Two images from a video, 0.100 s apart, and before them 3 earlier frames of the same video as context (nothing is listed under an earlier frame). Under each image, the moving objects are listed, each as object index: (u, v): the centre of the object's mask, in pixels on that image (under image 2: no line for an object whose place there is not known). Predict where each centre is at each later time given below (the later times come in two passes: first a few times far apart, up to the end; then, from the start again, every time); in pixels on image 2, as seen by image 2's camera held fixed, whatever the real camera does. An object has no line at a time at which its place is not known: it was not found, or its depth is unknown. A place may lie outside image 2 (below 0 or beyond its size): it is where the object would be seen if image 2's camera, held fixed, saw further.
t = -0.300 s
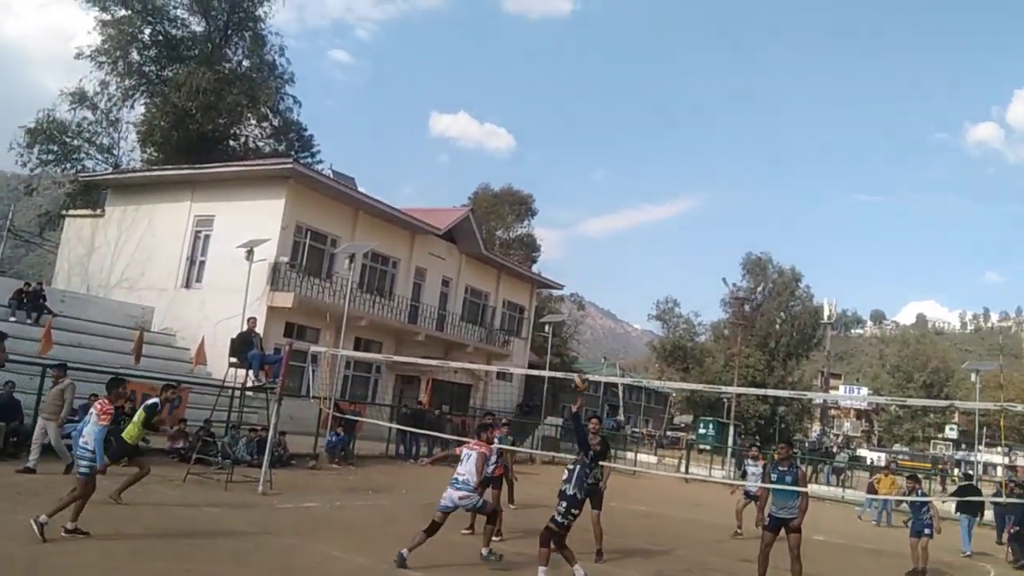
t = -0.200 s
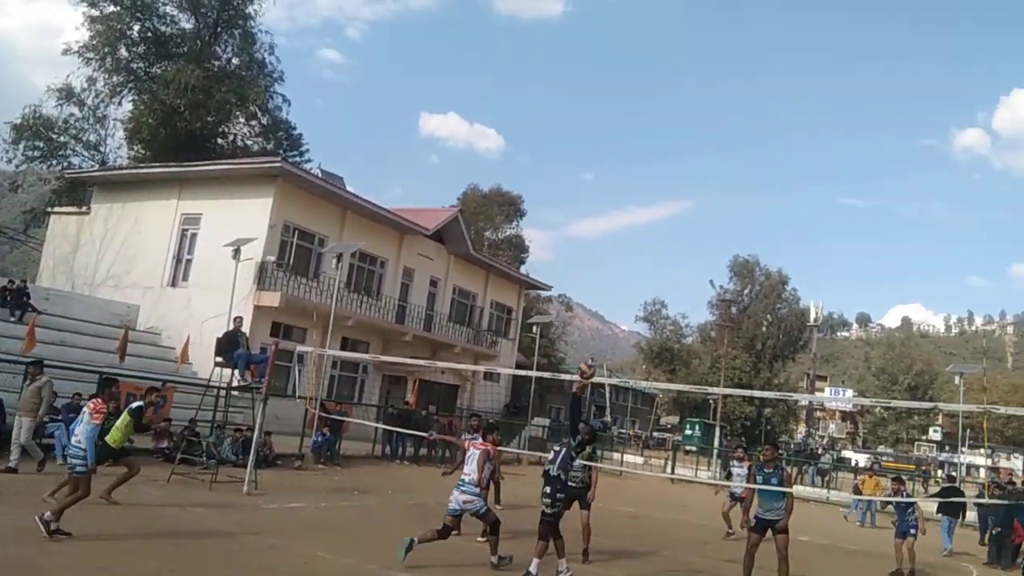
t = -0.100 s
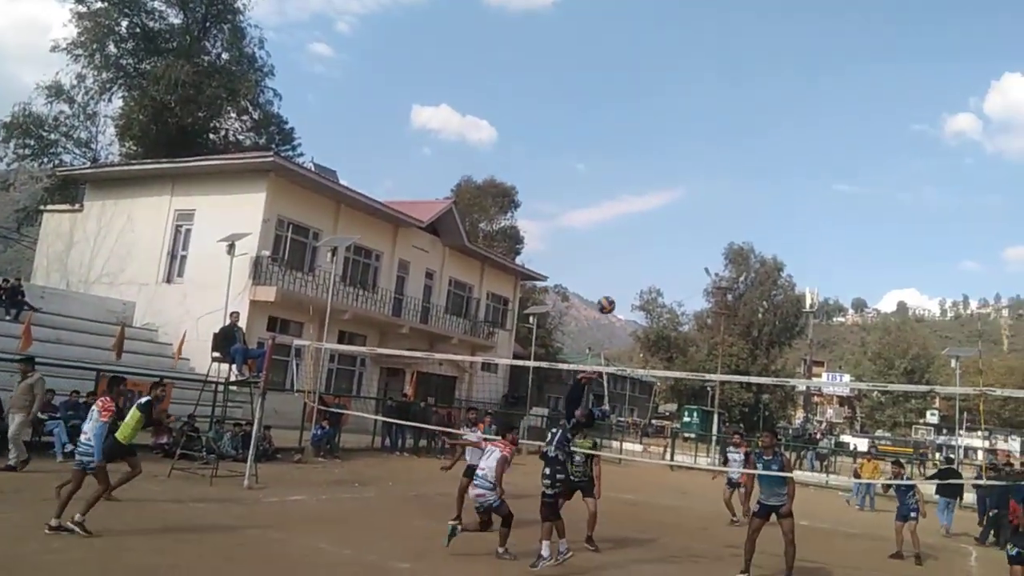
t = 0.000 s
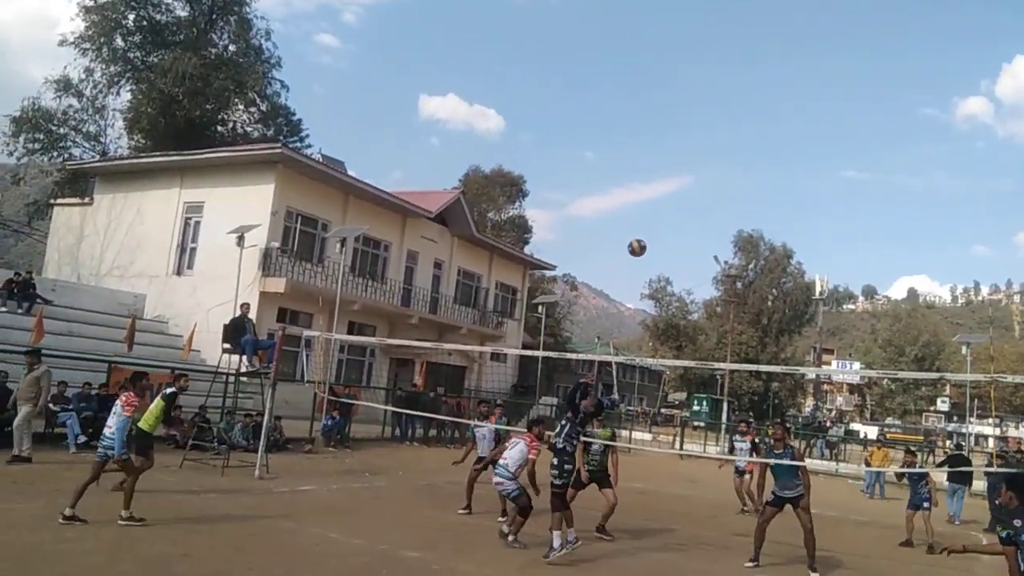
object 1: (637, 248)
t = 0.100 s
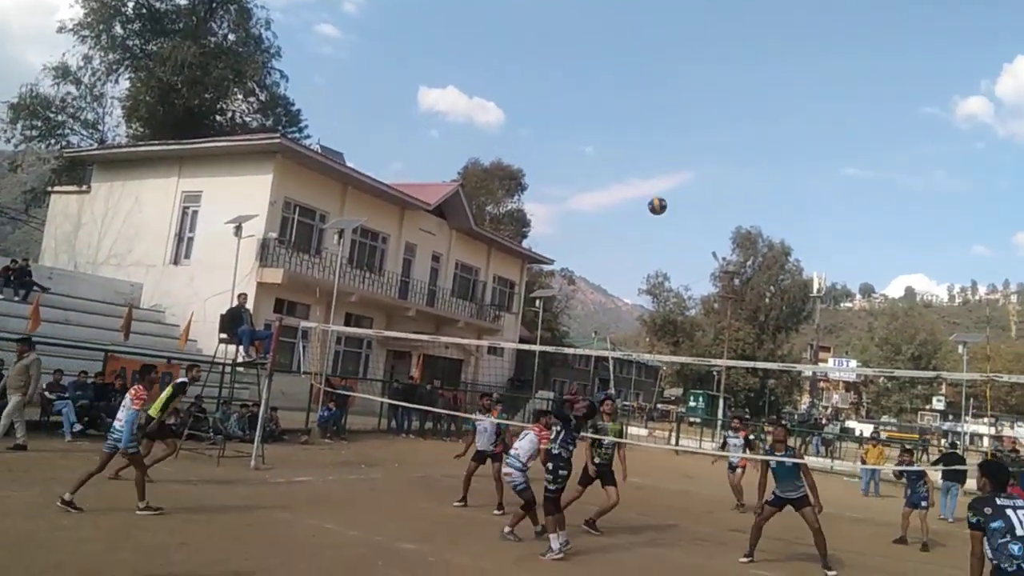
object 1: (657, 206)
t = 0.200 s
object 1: (679, 177)
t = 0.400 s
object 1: (718, 147)
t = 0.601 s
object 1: (755, 151)
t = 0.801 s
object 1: (790, 193)
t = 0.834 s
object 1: (795, 203)
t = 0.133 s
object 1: (664, 195)
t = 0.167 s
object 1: (672, 186)
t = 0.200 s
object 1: (679, 177)
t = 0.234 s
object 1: (686, 170)
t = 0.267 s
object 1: (692, 163)
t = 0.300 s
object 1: (699, 157)
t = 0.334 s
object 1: (706, 152)
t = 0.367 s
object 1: (712, 149)
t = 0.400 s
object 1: (718, 147)
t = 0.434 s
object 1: (725, 145)
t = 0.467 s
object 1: (731, 144)
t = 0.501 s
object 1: (737, 145)
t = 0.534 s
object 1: (743, 146)
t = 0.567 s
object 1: (749, 148)
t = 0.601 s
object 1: (755, 151)
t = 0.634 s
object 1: (761, 156)
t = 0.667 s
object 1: (767, 161)
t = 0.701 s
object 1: (773, 167)
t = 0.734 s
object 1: (778, 175)
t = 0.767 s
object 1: (784, 183)
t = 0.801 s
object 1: (790, 193)
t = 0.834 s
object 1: (795, 203)
